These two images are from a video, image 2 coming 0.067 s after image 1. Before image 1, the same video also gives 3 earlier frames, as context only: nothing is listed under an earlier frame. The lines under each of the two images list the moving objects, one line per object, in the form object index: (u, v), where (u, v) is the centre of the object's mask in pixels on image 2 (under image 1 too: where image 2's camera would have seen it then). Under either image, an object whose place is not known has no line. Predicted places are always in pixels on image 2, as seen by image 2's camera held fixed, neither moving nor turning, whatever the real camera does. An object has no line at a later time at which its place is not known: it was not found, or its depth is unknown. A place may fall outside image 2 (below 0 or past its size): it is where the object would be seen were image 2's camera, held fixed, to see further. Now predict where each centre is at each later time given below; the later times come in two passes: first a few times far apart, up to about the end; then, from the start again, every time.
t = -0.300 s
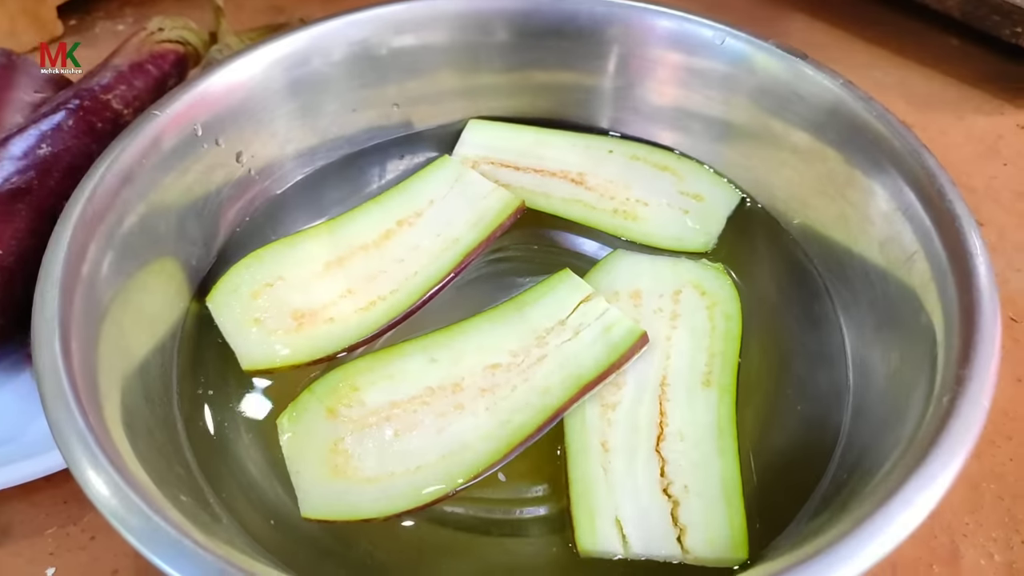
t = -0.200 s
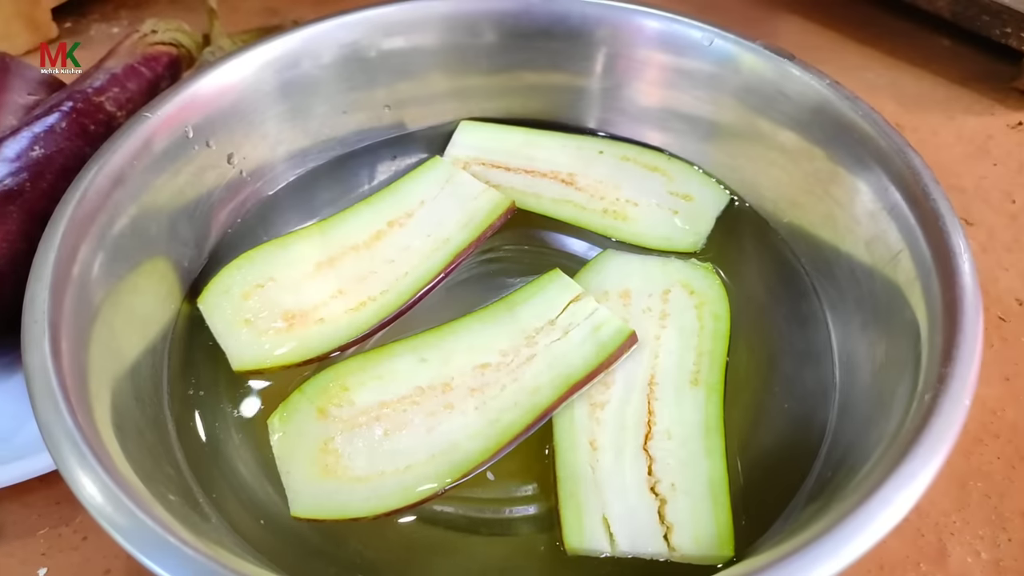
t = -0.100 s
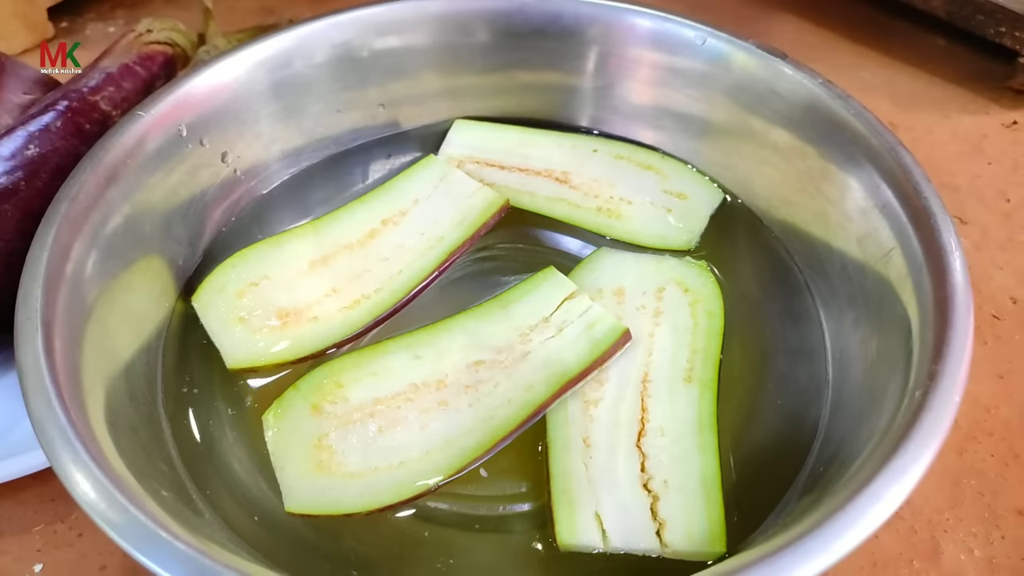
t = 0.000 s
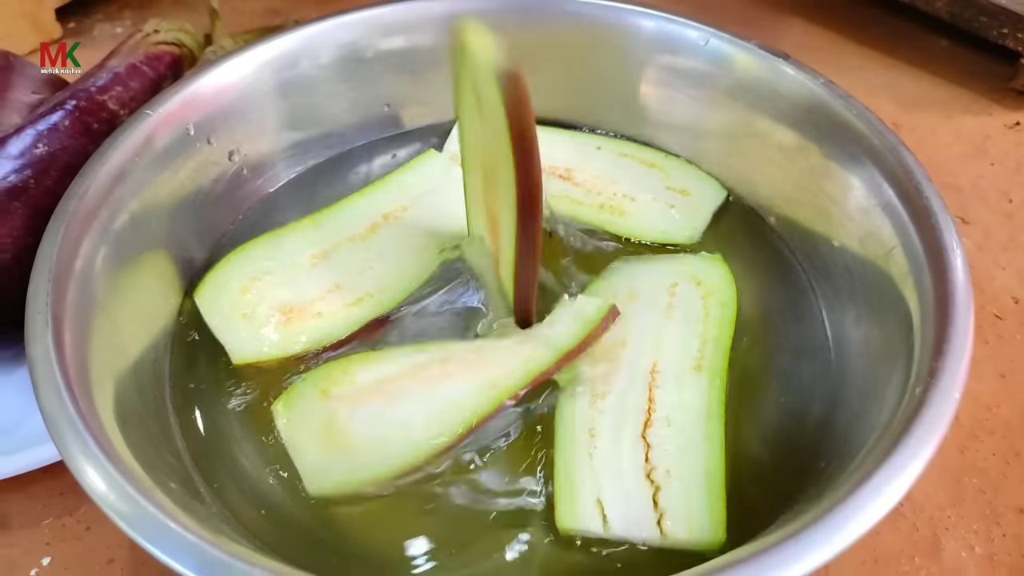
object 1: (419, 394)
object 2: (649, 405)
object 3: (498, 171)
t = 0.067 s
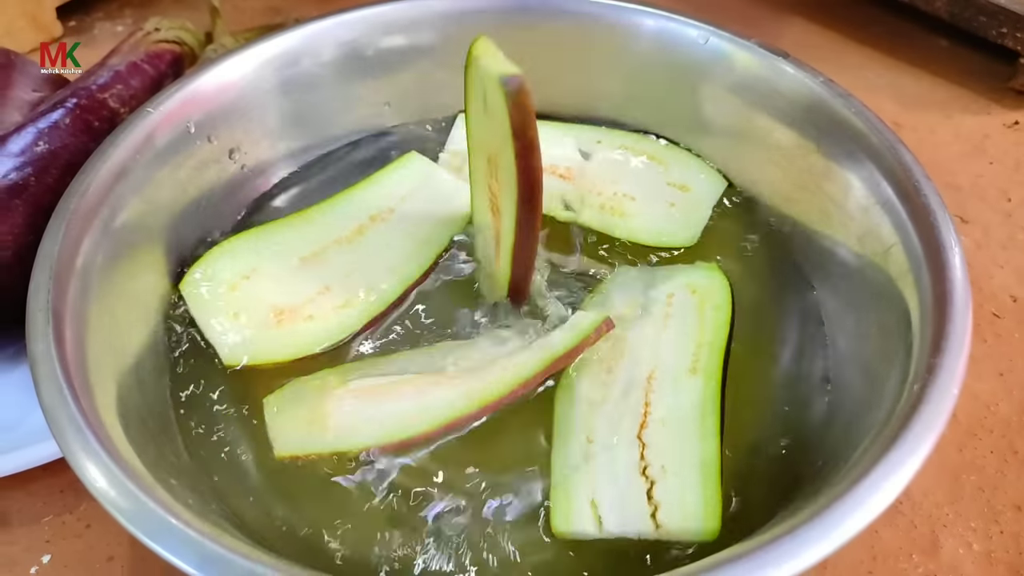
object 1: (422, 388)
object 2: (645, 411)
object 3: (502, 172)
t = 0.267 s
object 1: (408, 408)
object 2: (654, 406)
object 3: (516, 175)
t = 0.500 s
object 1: (412, 409)
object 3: (570, 240)
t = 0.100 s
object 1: (418, 392)
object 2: (644, 415)
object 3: (504, 170)
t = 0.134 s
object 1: (414, 392)
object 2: (643, 416)
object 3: (504, 177)
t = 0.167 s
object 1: (415, 394)
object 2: (646, 418)
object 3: (508, 164)
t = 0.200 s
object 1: (411, 399)
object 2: (647, 413)
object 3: (510, 160)
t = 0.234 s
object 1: (410, 403)
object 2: (649, 410)
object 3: (512, 169)
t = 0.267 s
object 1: (408, 408)
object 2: (654, 406)
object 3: (516, 175)
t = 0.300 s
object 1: (407, 413)
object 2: (658, 406)
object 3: (523, 183)
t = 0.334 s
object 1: (409, 414)
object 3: (535, 191)
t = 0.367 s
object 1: (408, 417)
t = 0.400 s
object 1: (407, 417)
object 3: (567, 220)
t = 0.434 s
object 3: (572, 236)
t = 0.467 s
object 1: (410, 413)
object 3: (572, 240)
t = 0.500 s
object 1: (412, 409)
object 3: (570, 240)
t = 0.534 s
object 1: (414, 405)
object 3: (570, 238)
